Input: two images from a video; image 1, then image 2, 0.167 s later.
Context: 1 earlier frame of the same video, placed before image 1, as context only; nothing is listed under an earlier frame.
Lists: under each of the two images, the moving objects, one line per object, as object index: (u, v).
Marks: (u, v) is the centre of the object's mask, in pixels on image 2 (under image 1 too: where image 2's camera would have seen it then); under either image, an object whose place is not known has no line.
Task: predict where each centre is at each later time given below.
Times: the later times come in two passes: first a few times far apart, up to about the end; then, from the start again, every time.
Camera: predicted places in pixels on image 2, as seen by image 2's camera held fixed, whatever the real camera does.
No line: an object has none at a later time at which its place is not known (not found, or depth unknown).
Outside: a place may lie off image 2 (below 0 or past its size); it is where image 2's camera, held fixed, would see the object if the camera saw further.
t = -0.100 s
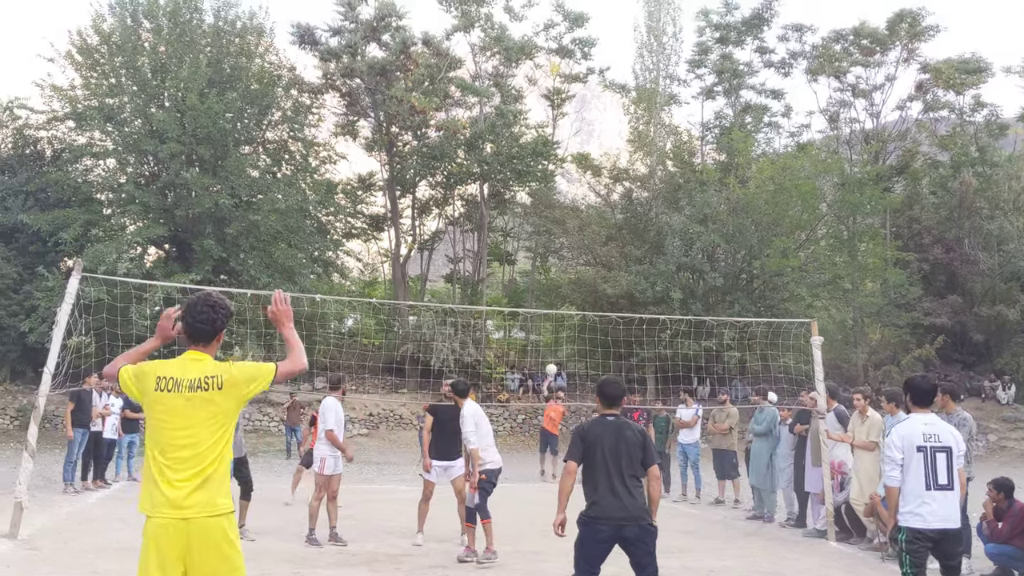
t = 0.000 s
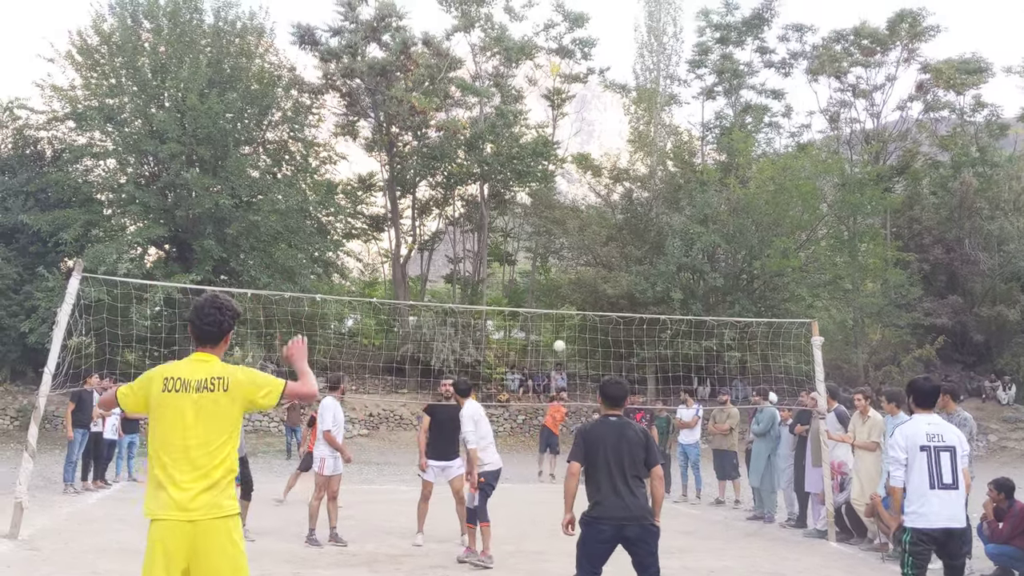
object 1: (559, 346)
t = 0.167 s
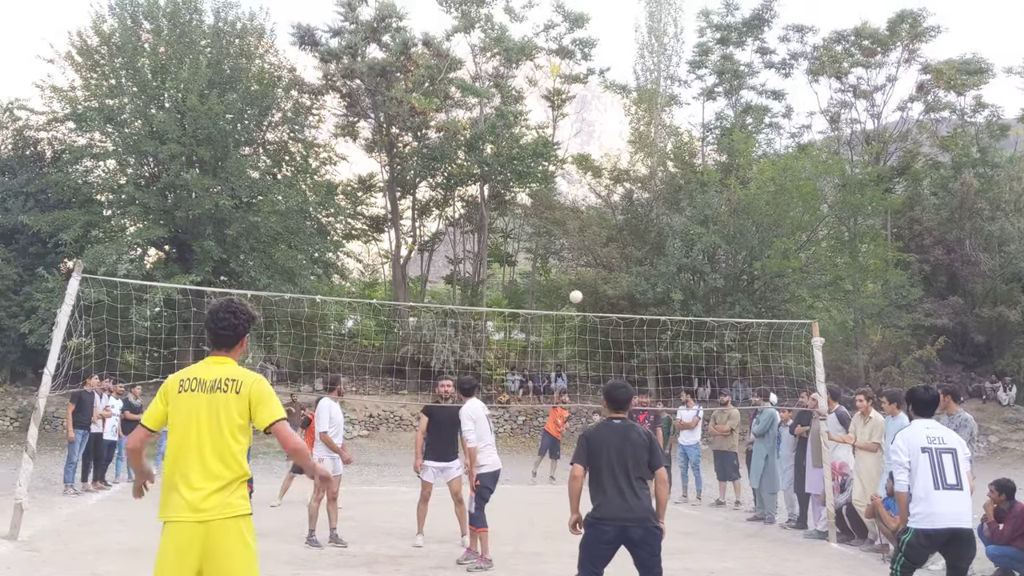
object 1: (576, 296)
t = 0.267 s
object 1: (586, 271)
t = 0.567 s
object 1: (622, 225)
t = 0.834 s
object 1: (672, 233)
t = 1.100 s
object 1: (743, 316)
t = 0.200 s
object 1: (579, 288)
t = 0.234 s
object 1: (582, 279)
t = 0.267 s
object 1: (586, 271)
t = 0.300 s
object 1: (589, 263)
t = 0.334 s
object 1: (593, 257)
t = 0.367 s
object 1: (596, 250)
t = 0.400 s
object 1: (600, 244)
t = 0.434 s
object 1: (604, 239)
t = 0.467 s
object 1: (608, 235)
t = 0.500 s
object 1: (612, 231)
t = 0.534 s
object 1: (617, 228)
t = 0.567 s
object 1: (622, 225)
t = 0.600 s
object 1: (627, 224)
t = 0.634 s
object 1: (632, 223)
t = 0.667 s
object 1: (638, 222)
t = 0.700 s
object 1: (644, 223)
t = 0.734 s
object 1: (651, 224)
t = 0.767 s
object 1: (658, 226)
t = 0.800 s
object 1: (664, 229)
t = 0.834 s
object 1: (672, 233)
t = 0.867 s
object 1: (680, 238)
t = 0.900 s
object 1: (687, 244)
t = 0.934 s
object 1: (696, 251)
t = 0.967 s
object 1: (704, 261)
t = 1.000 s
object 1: (713, 271)
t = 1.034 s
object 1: (723, 284)
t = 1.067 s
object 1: (732, 299)
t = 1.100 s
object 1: (743, 316)
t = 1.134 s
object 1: (754, 336)
